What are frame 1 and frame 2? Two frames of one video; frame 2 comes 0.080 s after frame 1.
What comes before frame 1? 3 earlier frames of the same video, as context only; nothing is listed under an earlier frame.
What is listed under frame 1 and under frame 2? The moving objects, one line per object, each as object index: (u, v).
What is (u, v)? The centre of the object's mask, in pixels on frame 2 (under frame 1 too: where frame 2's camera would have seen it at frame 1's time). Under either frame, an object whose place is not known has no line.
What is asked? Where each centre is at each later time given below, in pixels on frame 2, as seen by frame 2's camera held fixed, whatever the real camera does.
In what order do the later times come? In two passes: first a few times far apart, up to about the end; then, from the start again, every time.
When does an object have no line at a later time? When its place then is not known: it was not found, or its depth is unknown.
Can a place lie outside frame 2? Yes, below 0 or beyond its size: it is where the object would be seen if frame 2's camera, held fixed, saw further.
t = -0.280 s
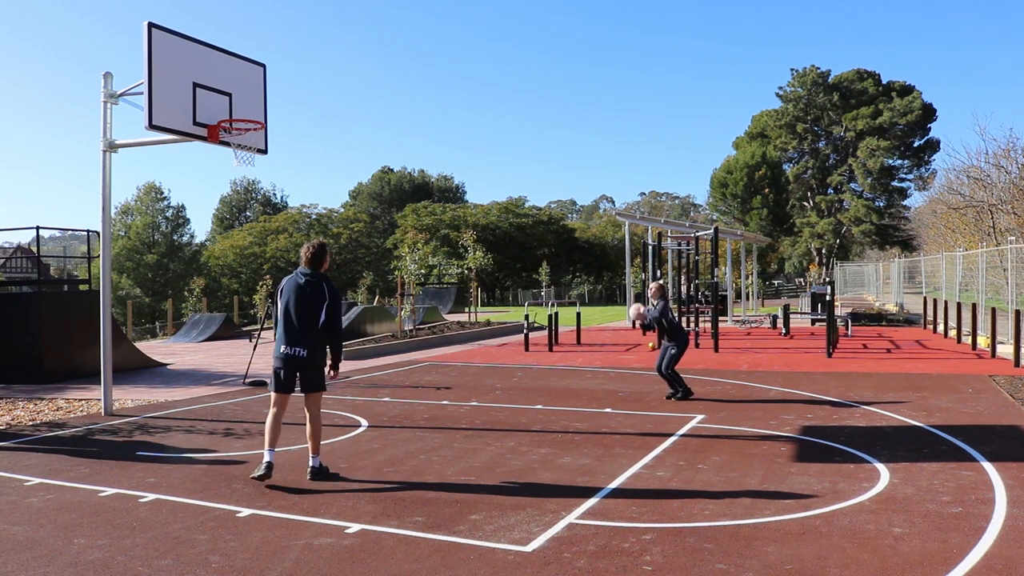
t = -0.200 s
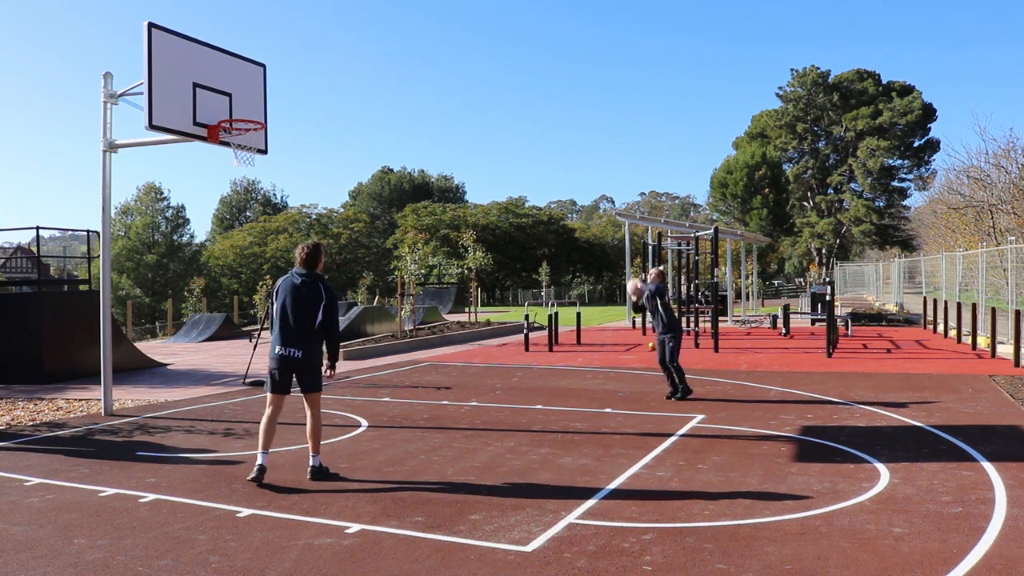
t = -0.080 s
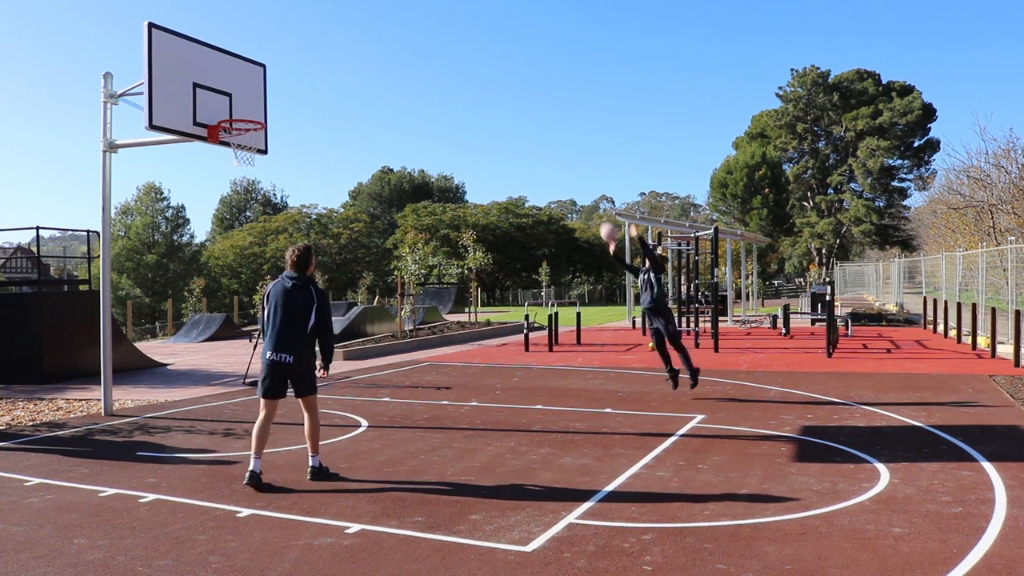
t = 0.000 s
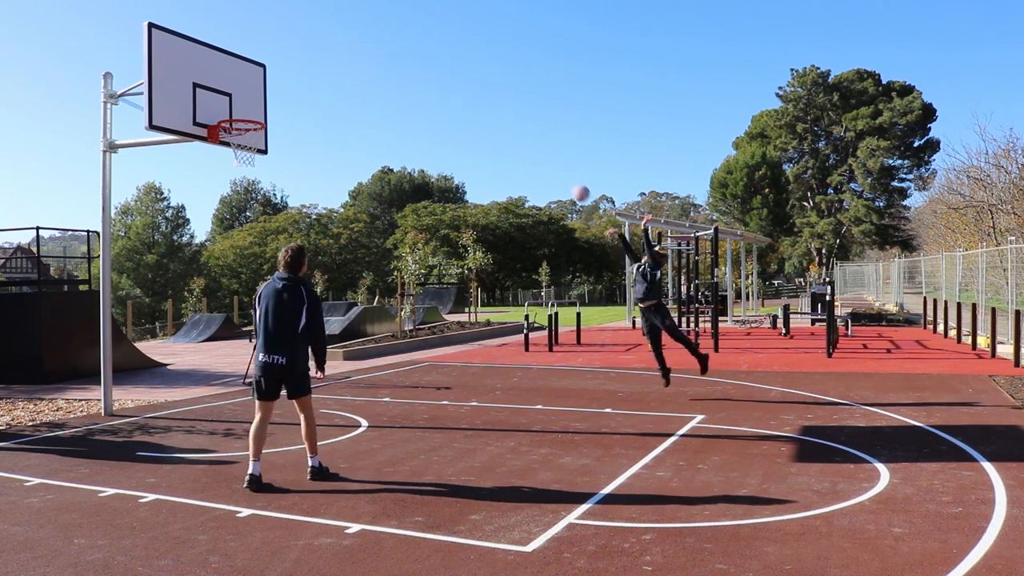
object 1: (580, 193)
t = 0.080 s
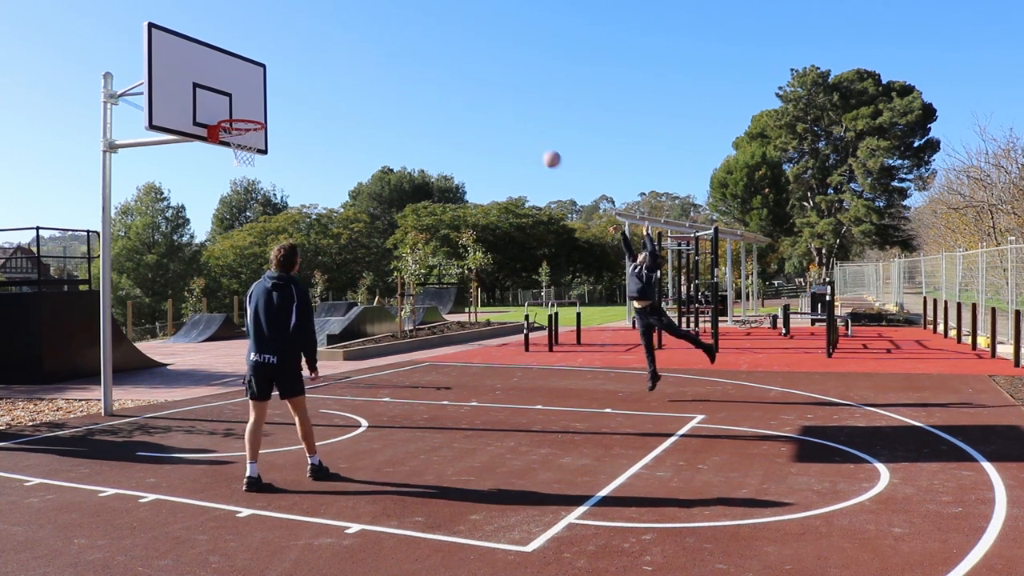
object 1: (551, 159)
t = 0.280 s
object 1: (476, 94)
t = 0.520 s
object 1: (382, 60)
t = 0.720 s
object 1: (300, 71)
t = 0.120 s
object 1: (537, 143)
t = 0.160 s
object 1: (521, 129)
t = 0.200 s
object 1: (507, 116)
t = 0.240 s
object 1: (492, 104)
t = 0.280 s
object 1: (476, 94)
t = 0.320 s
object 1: (461, 85)
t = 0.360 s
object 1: (446, 77)
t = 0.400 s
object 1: (430, 71)
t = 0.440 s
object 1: (414, 66)
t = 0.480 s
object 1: (399, 63)
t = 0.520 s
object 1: (382, 60)
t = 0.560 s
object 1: (366, 60)
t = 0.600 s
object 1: (350, 60)
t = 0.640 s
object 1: (334, 63)
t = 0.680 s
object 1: (317, 66)
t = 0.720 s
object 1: (300, 71)
